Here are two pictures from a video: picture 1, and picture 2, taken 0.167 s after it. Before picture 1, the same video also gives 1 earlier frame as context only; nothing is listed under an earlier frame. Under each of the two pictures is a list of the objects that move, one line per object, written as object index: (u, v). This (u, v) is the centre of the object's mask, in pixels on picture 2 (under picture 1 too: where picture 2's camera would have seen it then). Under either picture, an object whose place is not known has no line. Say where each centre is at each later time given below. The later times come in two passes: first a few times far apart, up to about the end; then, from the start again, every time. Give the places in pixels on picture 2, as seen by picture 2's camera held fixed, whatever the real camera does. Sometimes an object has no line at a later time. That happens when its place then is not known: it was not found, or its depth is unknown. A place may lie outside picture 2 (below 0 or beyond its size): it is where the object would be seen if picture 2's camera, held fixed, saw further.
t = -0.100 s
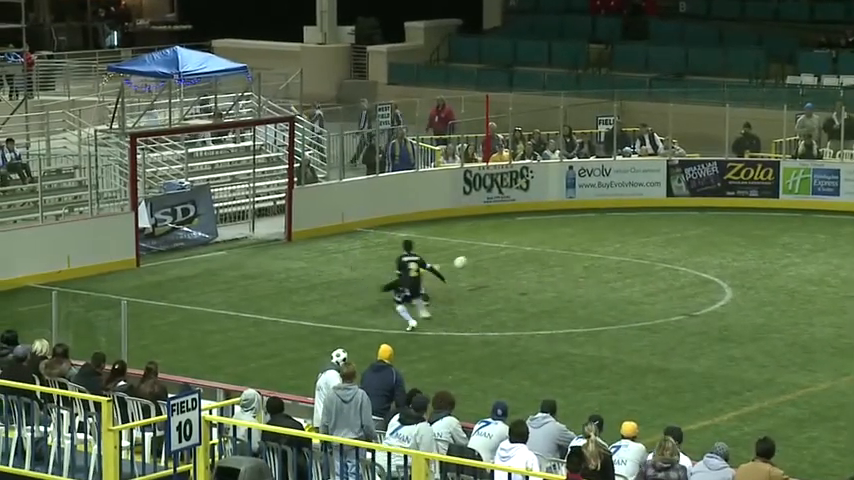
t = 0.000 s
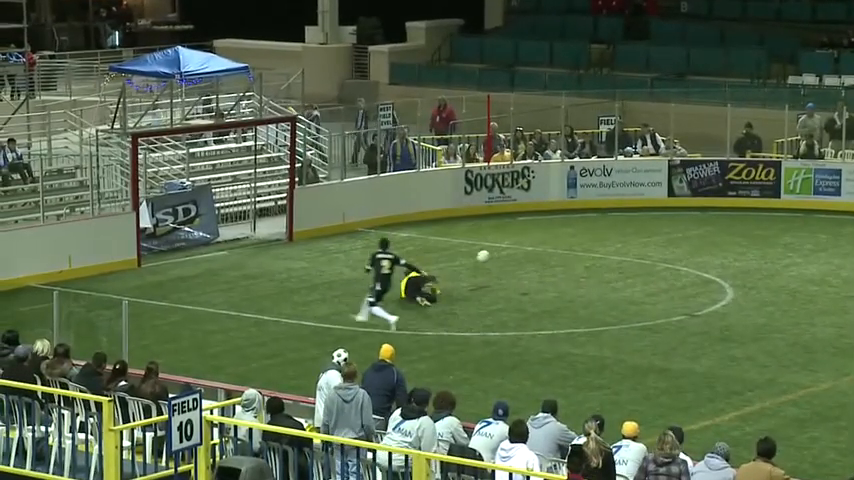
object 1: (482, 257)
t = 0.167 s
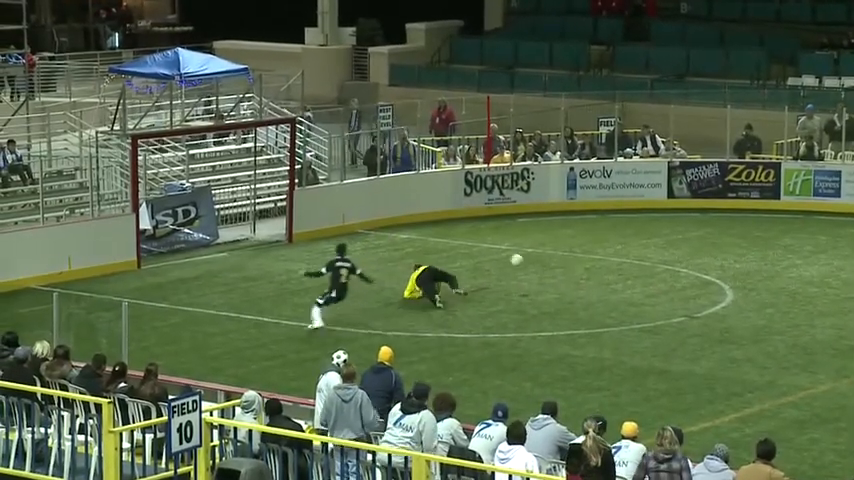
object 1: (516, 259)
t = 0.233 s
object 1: (529, 264)
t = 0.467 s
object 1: (552, 261)
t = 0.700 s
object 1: (556, 255)
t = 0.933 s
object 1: (559, 254)
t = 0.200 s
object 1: (522, 261)
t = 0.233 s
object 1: (529, 264)
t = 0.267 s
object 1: (536, 267)
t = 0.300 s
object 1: (542, 271)
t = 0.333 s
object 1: (548, 276)
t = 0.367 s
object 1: (550, 273)
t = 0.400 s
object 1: (550, 268)
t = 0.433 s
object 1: (551, 264)
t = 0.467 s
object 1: (552, 261)
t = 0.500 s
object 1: (552, 259)
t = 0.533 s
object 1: (553, 257)
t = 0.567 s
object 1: (554, 255)
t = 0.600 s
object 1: (554, 254)
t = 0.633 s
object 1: (555, 254)
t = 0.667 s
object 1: (555, 254)
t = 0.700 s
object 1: (556, 255)
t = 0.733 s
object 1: (556, 257)
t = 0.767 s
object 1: (556, 259)
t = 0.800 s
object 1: (557, 261)
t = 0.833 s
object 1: (557, 263)
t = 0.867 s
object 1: (558, 259)
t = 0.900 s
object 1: (558, 256)
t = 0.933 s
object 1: (559, 254)
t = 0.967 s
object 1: (560, 252)
